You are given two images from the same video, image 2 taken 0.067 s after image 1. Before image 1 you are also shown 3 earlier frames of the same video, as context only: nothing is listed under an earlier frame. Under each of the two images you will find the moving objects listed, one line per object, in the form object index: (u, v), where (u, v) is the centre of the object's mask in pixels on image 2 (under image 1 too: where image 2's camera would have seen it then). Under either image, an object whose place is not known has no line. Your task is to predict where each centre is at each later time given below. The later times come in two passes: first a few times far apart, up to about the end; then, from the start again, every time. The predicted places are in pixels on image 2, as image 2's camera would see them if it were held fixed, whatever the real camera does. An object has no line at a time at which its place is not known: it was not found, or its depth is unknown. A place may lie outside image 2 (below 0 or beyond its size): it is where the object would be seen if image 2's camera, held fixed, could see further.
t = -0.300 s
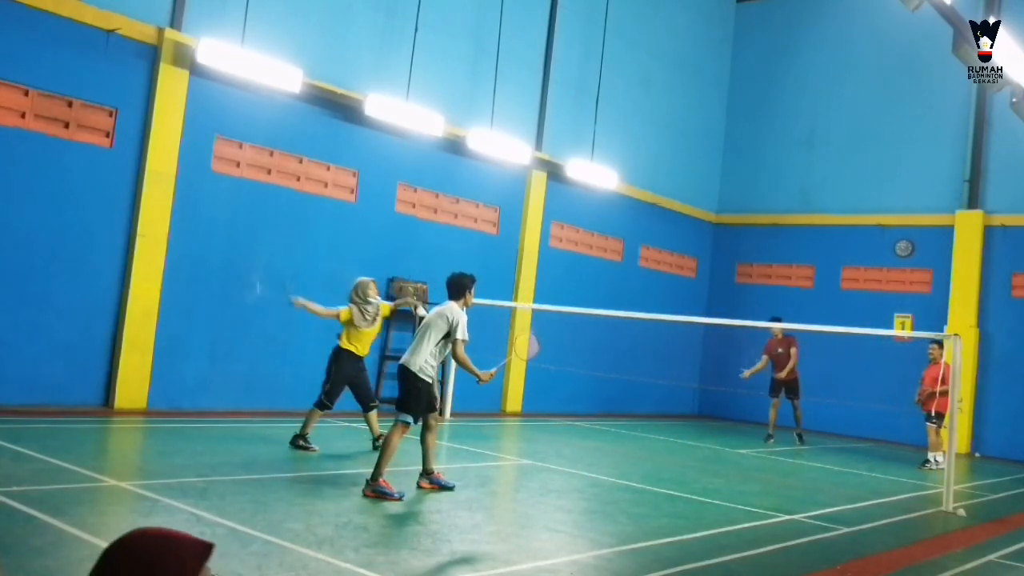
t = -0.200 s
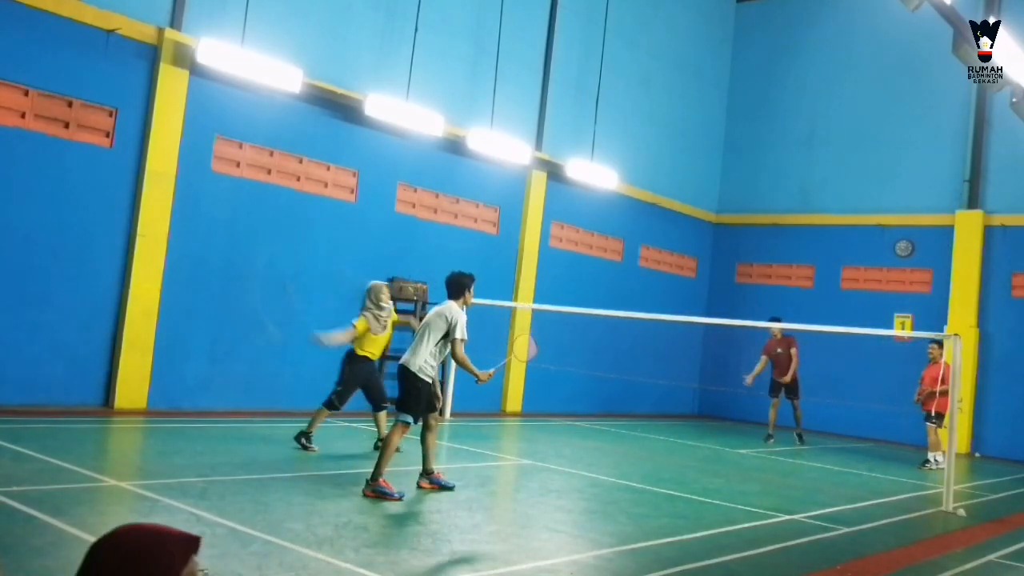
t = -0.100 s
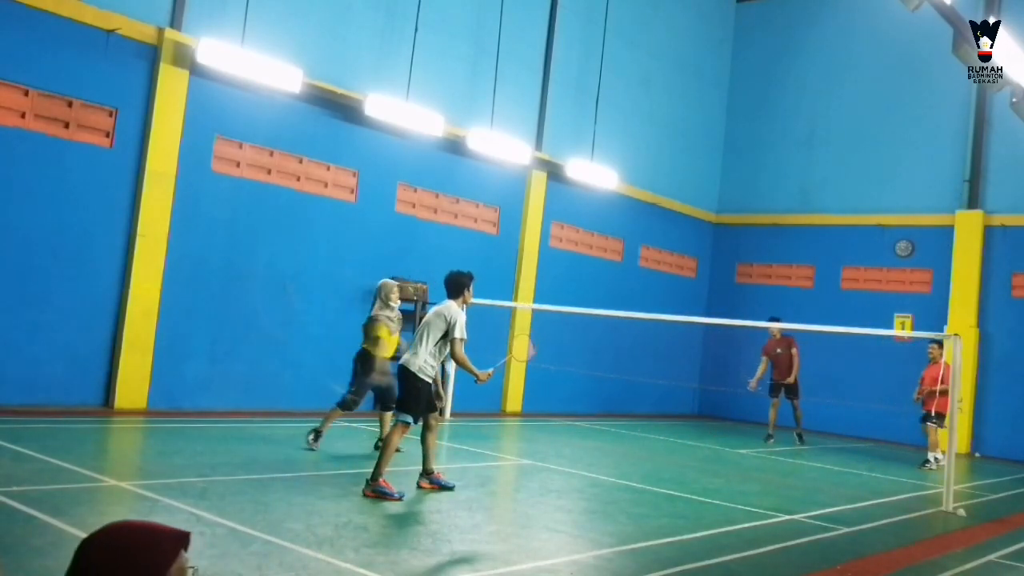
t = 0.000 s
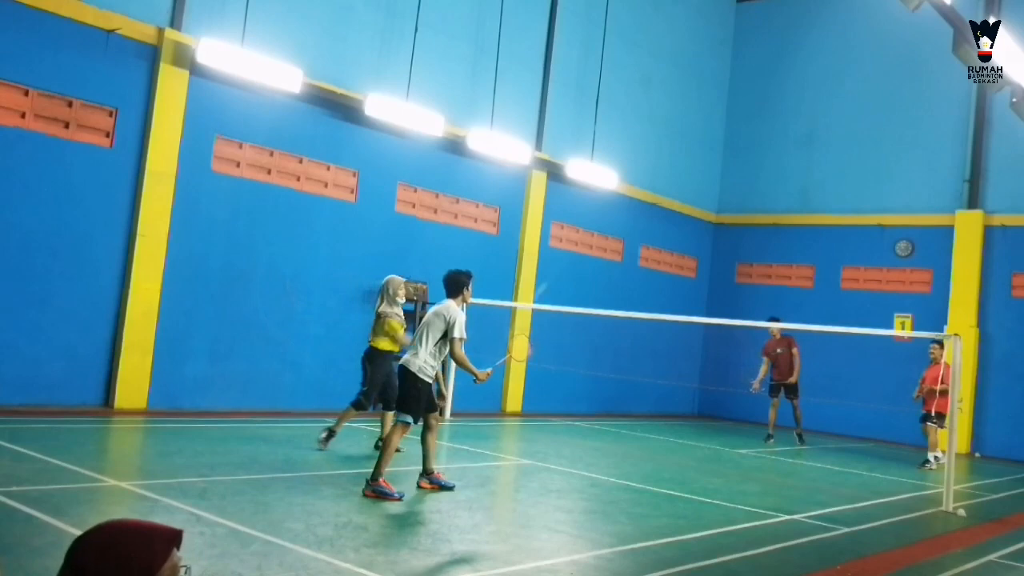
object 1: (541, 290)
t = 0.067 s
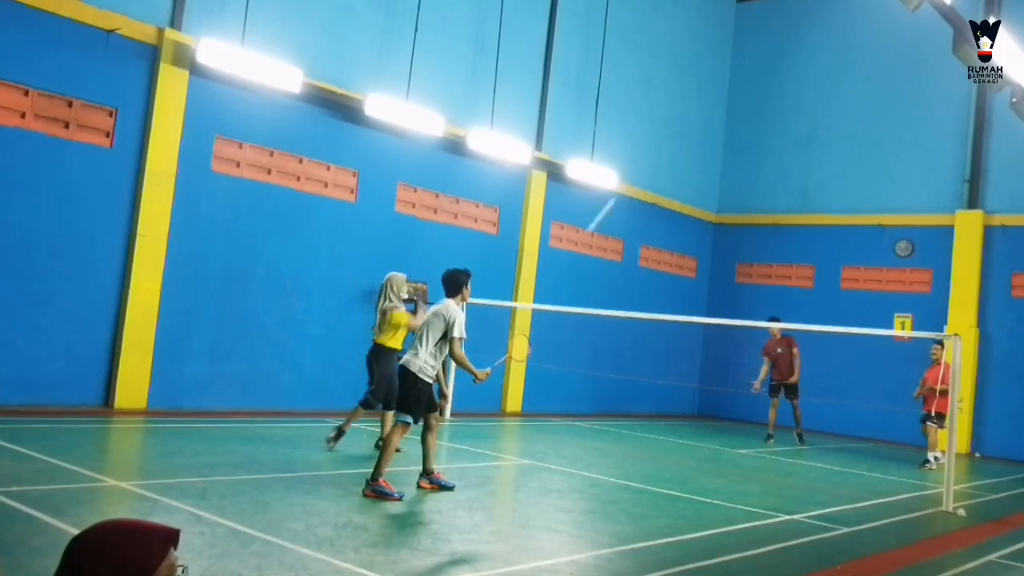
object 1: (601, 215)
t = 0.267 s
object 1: (722, 79)
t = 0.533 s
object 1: (805, 25)
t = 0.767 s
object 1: (852, 33)
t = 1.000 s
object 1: (889, 78)
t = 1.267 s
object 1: (916, 163)
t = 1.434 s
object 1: (926, 228)
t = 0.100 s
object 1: (630, 179)
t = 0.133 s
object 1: (653, 153)
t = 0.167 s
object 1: (673, 130)
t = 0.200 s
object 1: (691, 111)
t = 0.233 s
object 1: (707, 93)
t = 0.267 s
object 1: (722, 79)
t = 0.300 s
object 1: (735, 67)
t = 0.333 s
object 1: (747, 57)
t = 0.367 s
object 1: (758, 48)
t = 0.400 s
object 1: (769, 41)
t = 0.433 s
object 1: (779, 35)
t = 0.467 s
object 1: (788, 31)
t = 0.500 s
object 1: (796, 27)
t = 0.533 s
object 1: (805, 25)
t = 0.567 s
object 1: (812, 23)
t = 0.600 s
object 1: (820, 23)
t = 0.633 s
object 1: (827, 23)
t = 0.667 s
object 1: (834, 24)
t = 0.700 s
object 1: (840, 26)
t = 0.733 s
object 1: (846, 29)
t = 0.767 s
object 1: (852, 33)
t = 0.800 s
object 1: (858, 37)
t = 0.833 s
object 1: (864, 42)
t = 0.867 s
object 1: (869, 48)
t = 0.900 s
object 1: (875, 55)
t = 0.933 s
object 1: (880, 62)
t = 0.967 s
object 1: (884, 70)
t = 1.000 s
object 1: (889, 78)
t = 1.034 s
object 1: (893, 87)
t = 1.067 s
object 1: (897, 97)
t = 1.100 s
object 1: (901, 107)
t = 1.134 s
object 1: (904, 117)
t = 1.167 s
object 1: (907, 129)
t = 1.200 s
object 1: (910, 139)
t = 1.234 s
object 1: (913, 152)
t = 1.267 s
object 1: (916, 163)
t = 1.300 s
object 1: (918, 176)
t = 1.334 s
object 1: (920, 188)
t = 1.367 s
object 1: (923, 202)
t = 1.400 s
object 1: (924, 213)
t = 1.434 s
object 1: (926, 228)
